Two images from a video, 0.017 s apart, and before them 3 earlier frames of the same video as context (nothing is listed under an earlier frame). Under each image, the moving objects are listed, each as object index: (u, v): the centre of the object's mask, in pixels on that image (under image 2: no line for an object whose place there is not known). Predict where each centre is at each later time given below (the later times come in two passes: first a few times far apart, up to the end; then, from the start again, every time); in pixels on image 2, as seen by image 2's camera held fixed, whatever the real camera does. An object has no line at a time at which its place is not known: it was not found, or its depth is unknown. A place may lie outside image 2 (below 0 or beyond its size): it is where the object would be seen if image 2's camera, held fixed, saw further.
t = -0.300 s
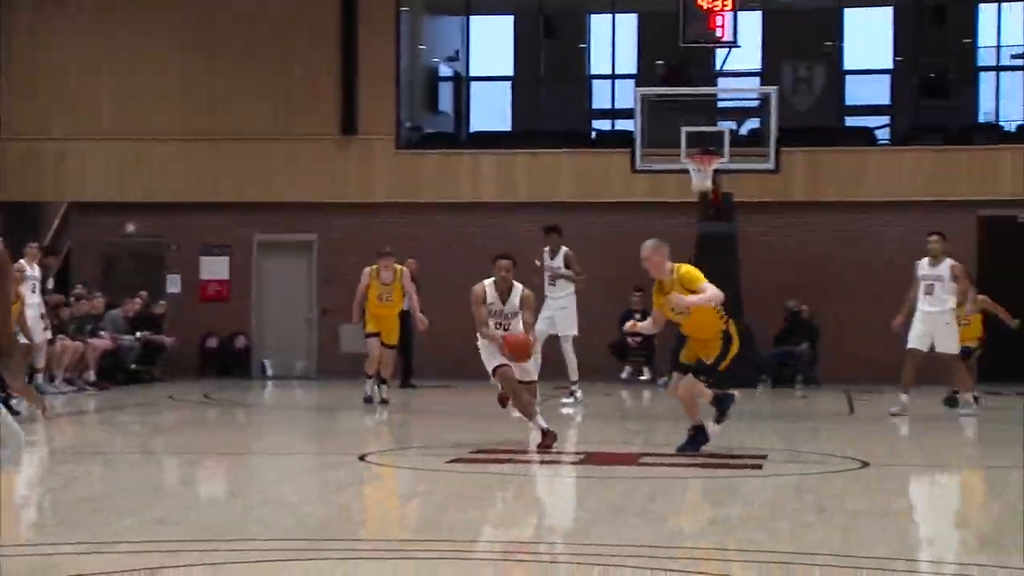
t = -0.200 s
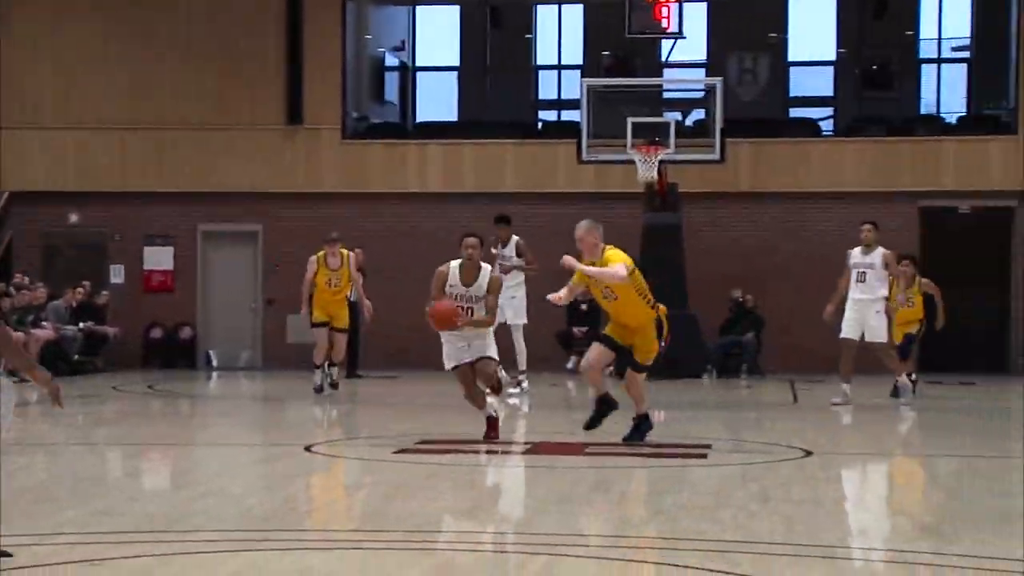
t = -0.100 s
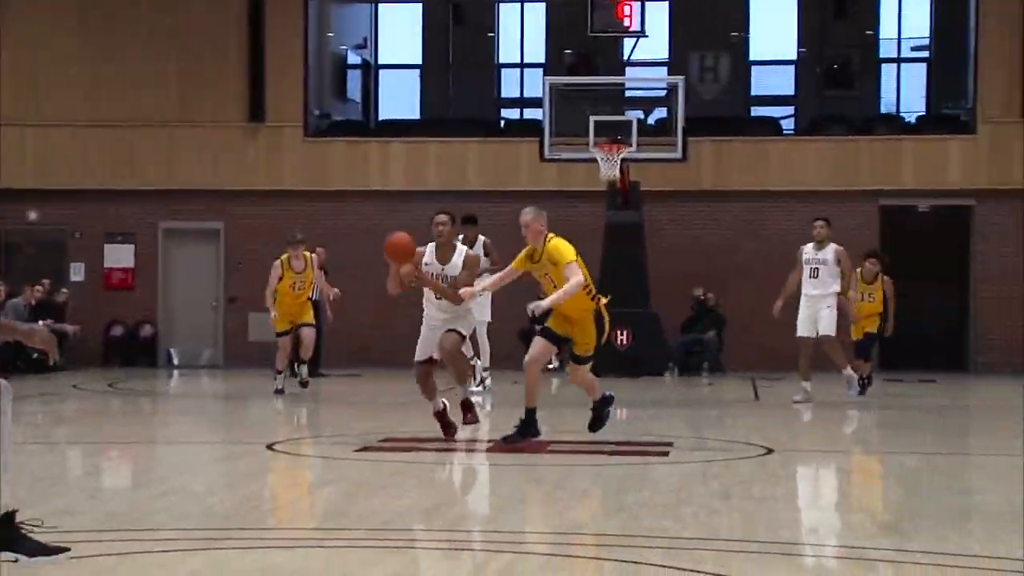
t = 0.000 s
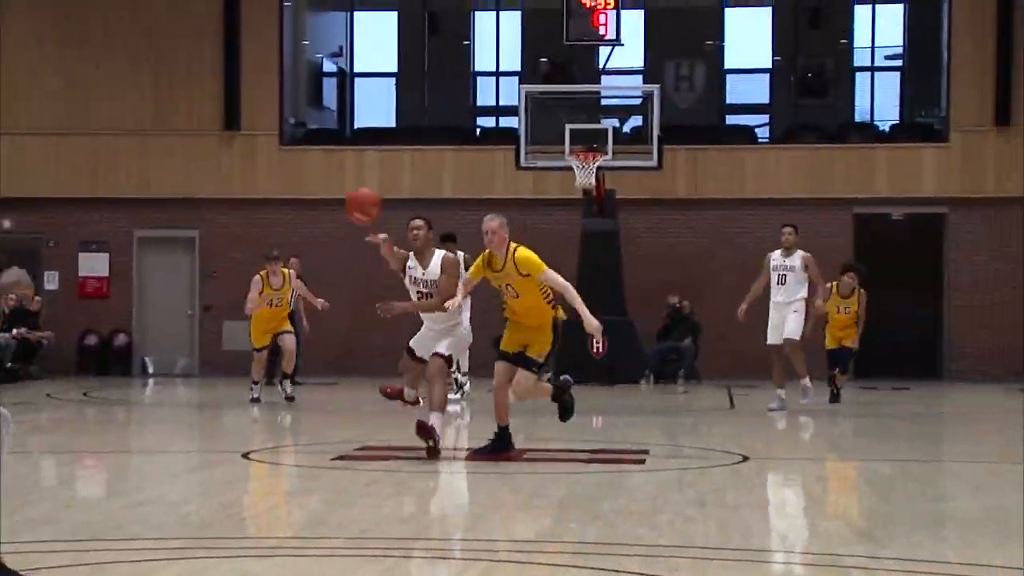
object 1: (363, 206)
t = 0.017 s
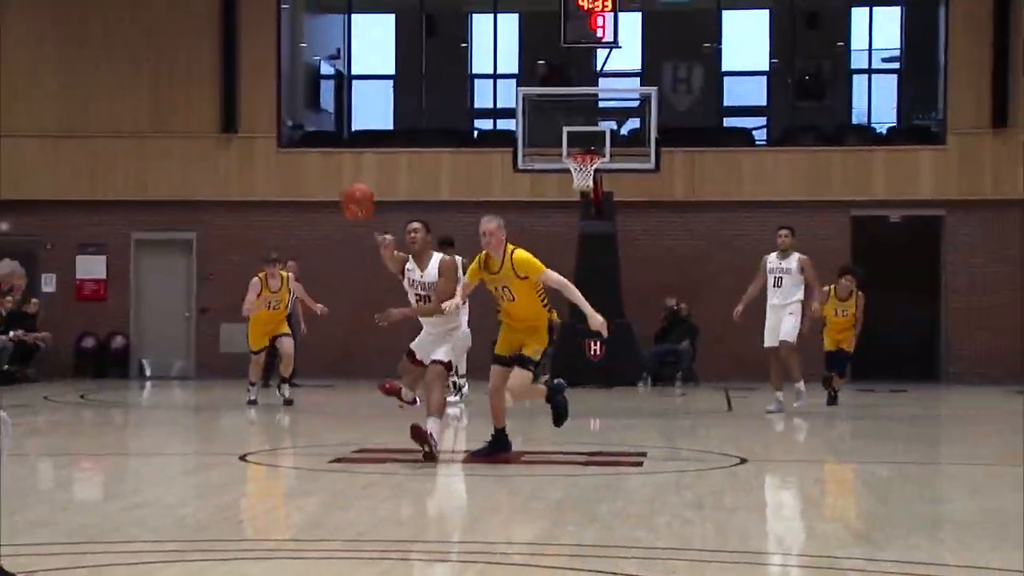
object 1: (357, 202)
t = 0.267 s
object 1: (296, 129)
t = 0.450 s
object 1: (225, 116)
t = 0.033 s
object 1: (354, 196)
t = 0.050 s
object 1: (350, 190)
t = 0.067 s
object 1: (347, 184)
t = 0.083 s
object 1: (344, 177)
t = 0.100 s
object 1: (340, 171)
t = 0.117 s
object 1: (336, 166)
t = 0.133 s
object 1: (332, 161)
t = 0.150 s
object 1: (328, 156)
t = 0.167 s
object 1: (324, 151)
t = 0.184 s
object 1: (320, 147)
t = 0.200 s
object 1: (315, 143)
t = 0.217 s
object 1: (311, 139)
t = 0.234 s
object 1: (306, 135)
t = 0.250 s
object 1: (301, 132)
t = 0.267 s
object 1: (296, 129)
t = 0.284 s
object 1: (290, 126)
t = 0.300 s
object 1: (285, 124)
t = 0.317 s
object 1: (280, 122)
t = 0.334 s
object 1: (274, 120)
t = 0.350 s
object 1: (267, 118)
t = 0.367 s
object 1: (261, 117)
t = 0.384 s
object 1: (254, 116)
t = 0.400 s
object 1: (248, 116)
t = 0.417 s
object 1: (240, 115)
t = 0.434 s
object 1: (233, 115)
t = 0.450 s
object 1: (225, 116)
